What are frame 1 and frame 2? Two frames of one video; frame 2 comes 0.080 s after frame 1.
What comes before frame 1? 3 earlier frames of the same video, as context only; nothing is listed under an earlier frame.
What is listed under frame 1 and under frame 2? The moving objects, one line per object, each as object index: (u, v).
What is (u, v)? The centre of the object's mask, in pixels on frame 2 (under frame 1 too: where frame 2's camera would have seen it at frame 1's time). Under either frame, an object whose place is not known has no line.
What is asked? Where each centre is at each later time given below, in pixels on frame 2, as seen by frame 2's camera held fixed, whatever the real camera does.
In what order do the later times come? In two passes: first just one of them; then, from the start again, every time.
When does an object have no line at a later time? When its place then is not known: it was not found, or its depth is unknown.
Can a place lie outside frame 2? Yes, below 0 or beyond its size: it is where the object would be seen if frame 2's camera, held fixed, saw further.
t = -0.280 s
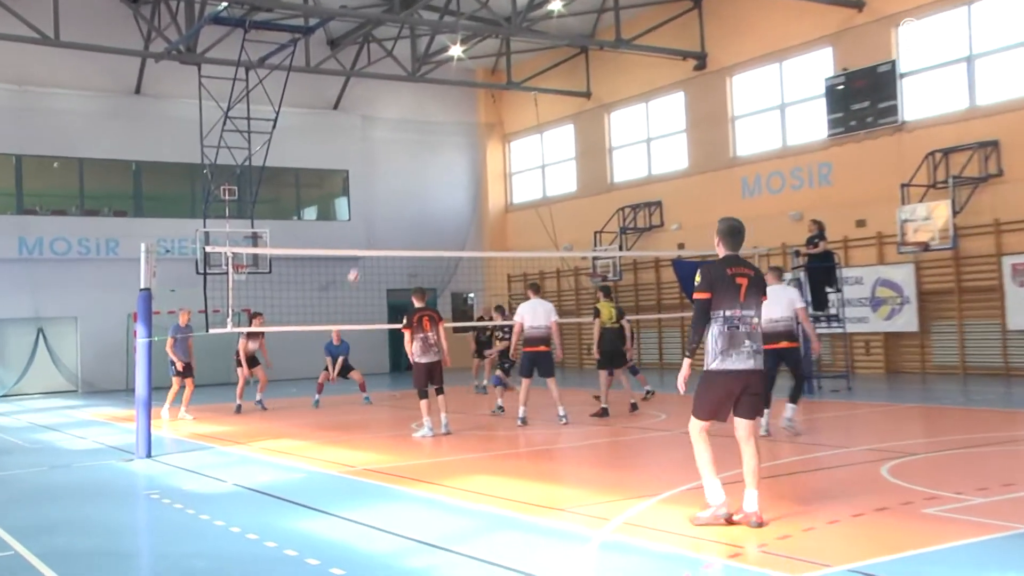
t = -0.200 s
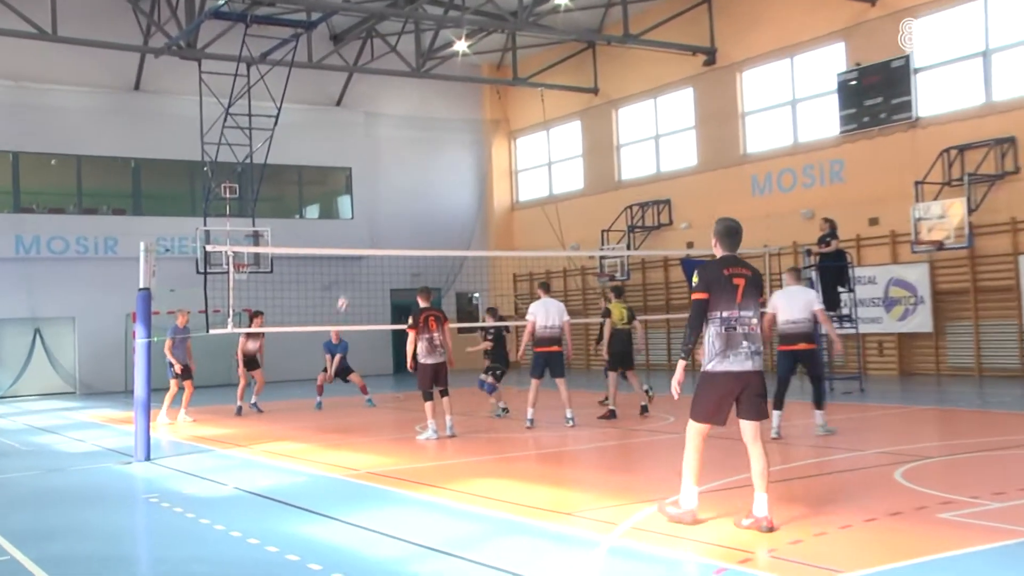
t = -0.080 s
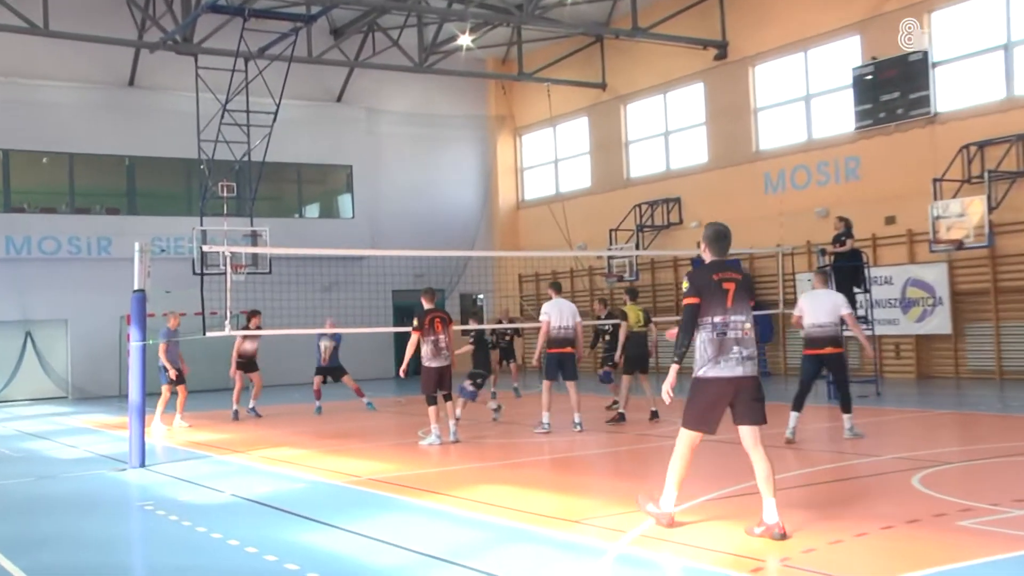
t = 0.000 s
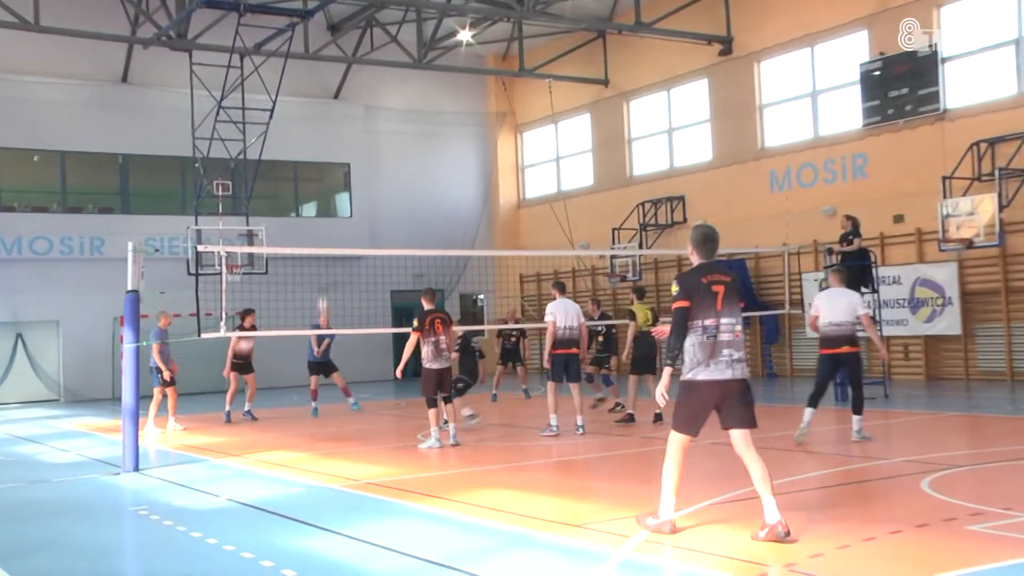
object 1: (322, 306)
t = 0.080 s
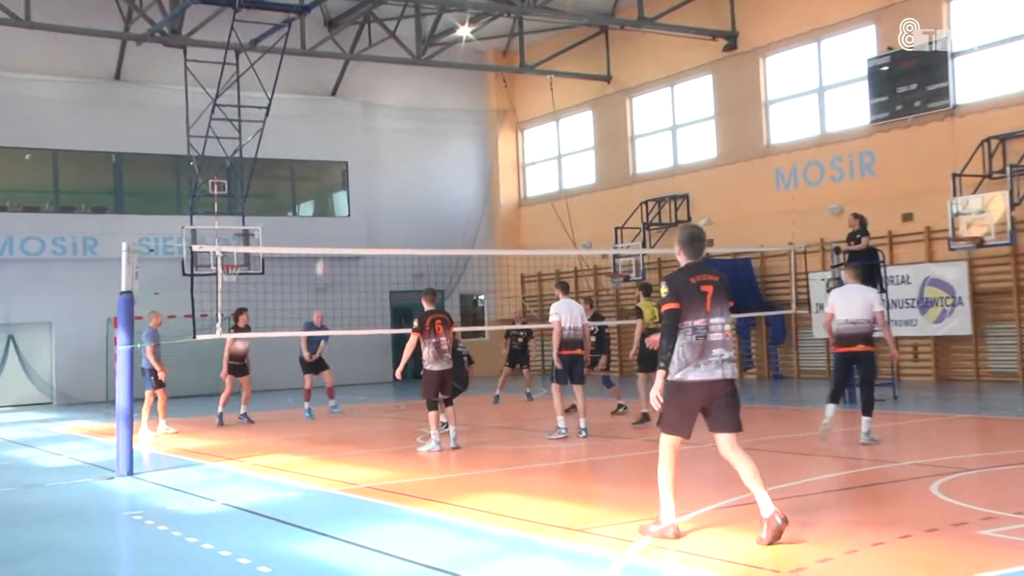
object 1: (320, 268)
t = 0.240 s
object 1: (319, 199)
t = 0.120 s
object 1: (319, 244)
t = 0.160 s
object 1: (319, 231)
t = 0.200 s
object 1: (320, 214)
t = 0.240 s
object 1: (319, 199)
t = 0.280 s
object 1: (320, 183)
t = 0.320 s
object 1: (319, 169)
